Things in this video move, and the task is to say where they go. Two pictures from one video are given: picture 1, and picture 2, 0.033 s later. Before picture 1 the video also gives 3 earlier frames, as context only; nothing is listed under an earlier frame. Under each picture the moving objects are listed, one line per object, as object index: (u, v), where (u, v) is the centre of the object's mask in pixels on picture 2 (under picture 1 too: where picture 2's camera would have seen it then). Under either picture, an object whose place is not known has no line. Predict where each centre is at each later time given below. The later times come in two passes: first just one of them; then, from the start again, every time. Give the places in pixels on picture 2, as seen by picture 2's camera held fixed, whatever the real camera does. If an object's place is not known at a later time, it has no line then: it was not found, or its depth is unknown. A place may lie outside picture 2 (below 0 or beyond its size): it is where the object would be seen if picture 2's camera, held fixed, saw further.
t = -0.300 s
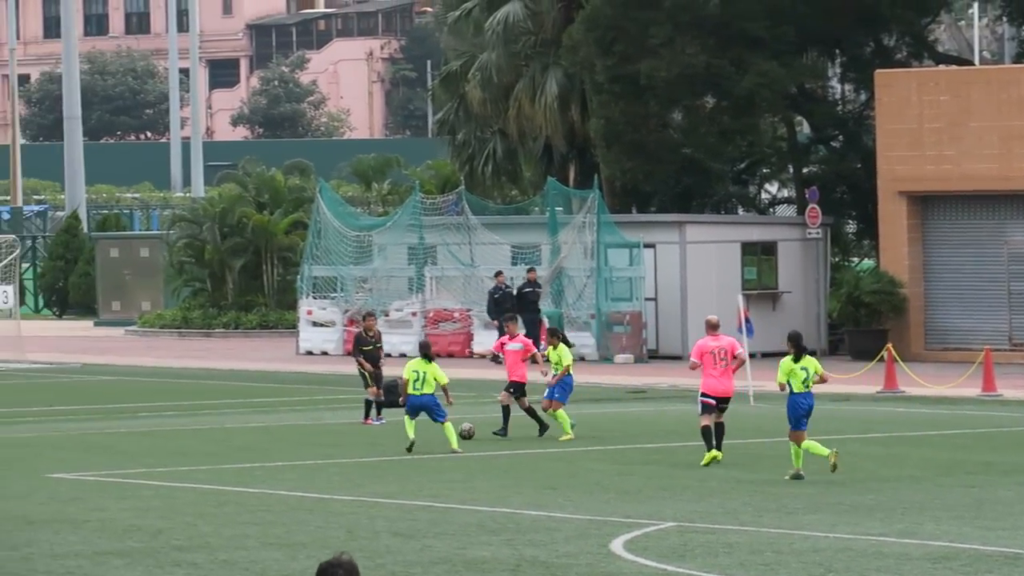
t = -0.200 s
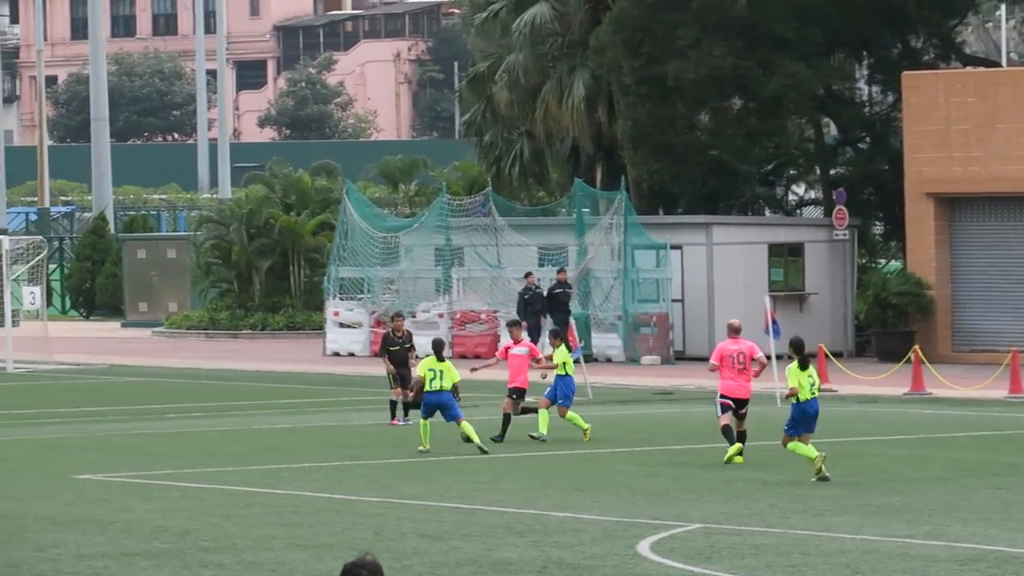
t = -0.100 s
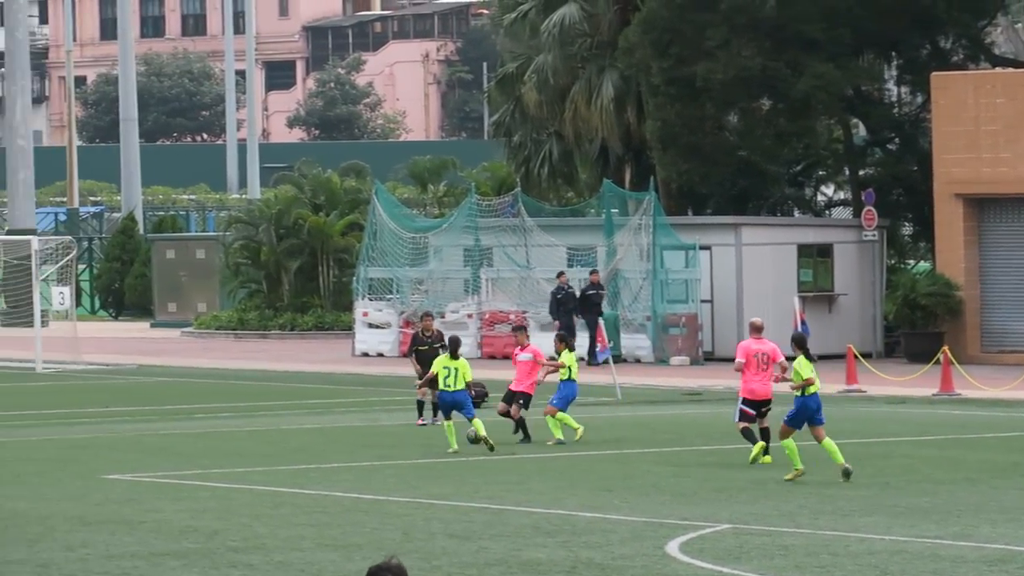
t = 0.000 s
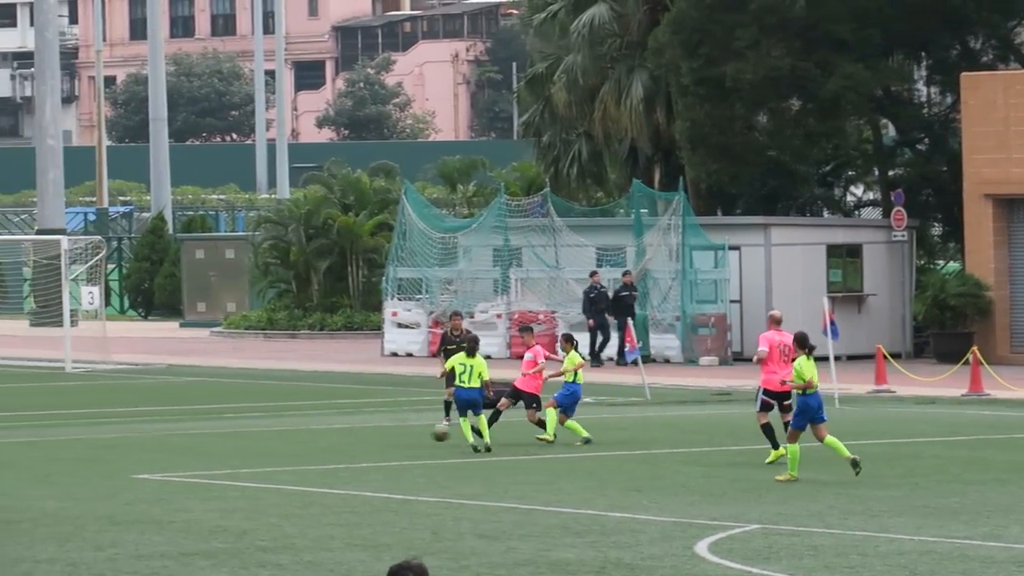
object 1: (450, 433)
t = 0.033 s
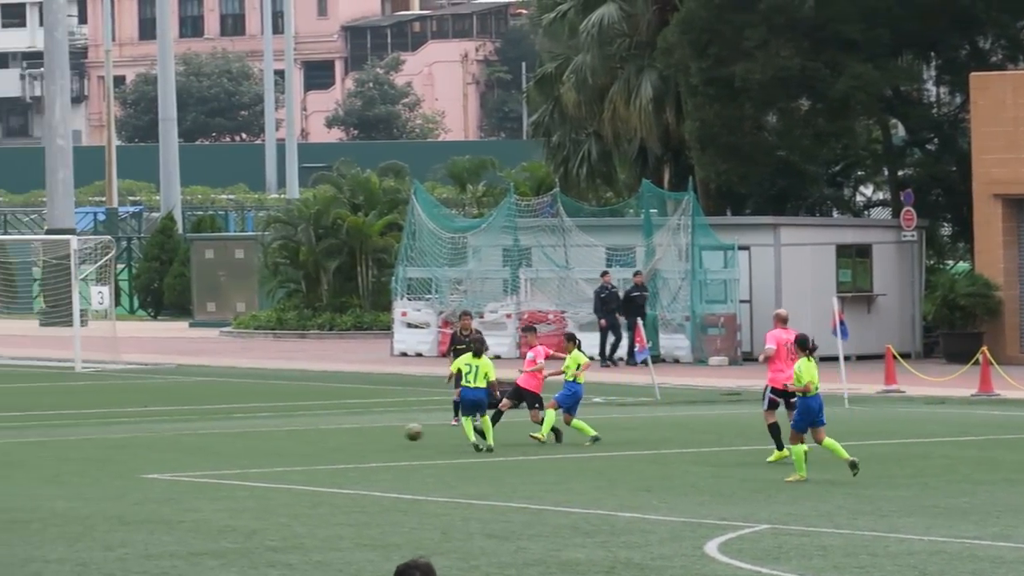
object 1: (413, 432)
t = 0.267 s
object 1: (155, 453)
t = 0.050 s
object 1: (394, 432)
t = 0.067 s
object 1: (377, 432)
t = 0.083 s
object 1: (358, 433)
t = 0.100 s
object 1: (339, 434)
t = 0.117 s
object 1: (320, 435)
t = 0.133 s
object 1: (302, 437)
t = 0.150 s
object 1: (284, 439)
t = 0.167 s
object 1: (265, 441)
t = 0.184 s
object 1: (246, 444)
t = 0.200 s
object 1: (227, 446)
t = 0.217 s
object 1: (208, 450)
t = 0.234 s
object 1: (189, 453)
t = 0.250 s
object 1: (171, 453)
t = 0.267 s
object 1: (155, 453)
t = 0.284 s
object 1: (138, 452)
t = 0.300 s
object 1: (121, 452)
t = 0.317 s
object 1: (104, 452)
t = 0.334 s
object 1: (89, 451)
